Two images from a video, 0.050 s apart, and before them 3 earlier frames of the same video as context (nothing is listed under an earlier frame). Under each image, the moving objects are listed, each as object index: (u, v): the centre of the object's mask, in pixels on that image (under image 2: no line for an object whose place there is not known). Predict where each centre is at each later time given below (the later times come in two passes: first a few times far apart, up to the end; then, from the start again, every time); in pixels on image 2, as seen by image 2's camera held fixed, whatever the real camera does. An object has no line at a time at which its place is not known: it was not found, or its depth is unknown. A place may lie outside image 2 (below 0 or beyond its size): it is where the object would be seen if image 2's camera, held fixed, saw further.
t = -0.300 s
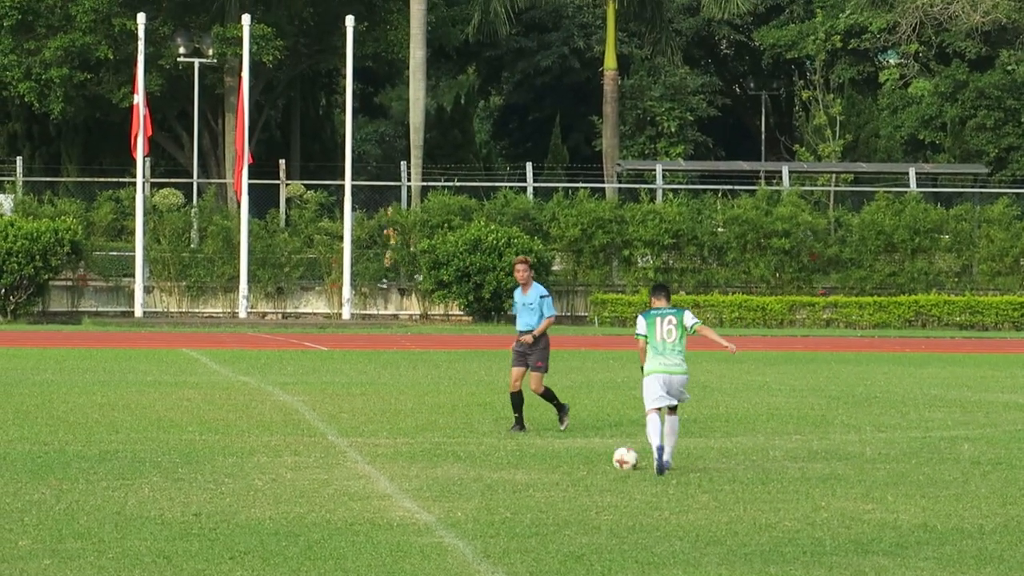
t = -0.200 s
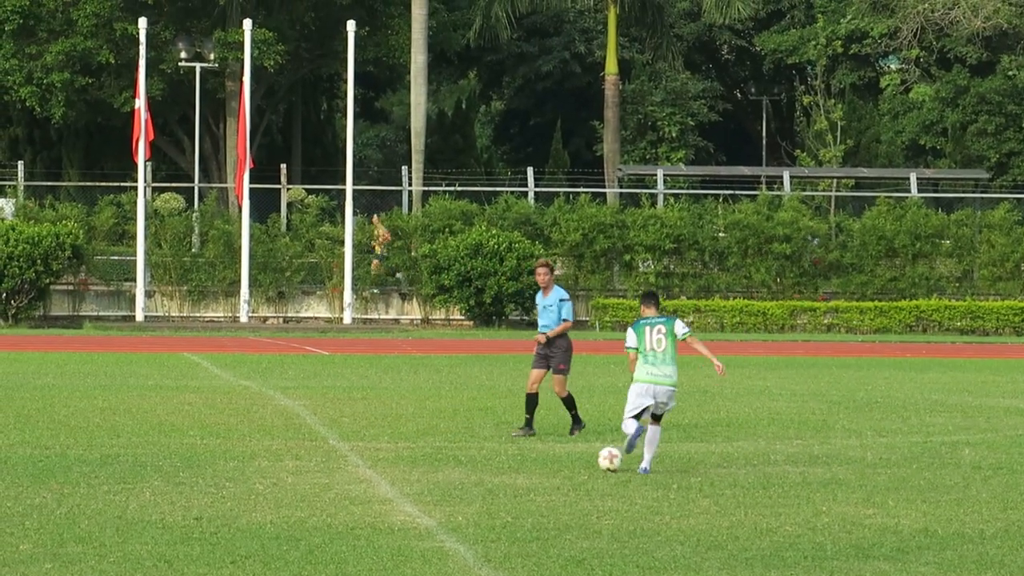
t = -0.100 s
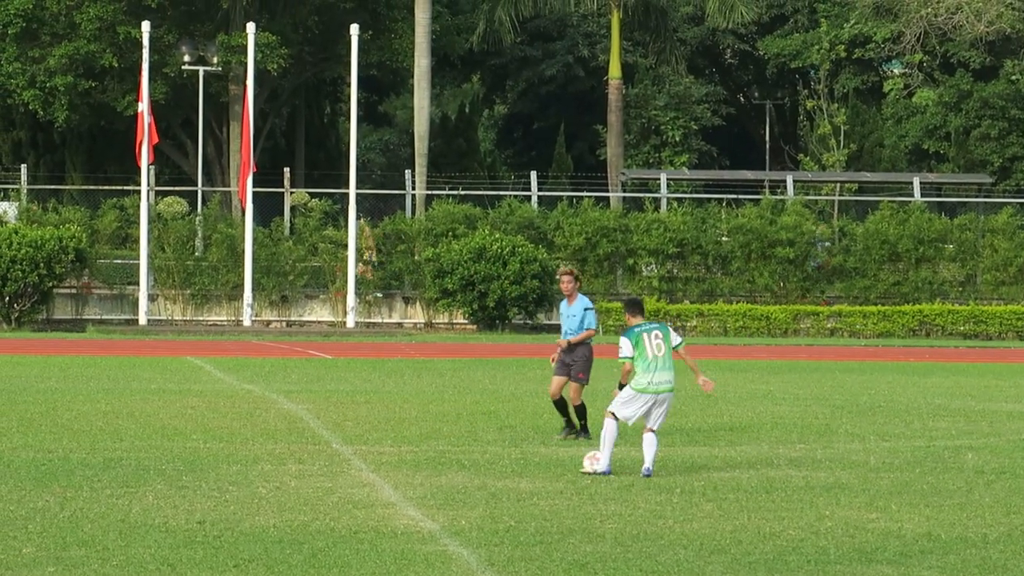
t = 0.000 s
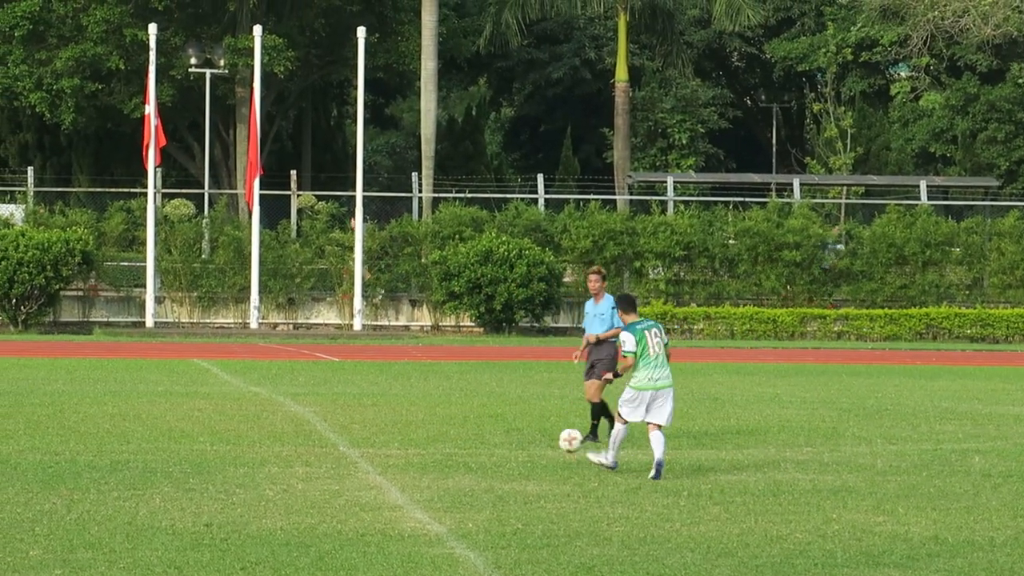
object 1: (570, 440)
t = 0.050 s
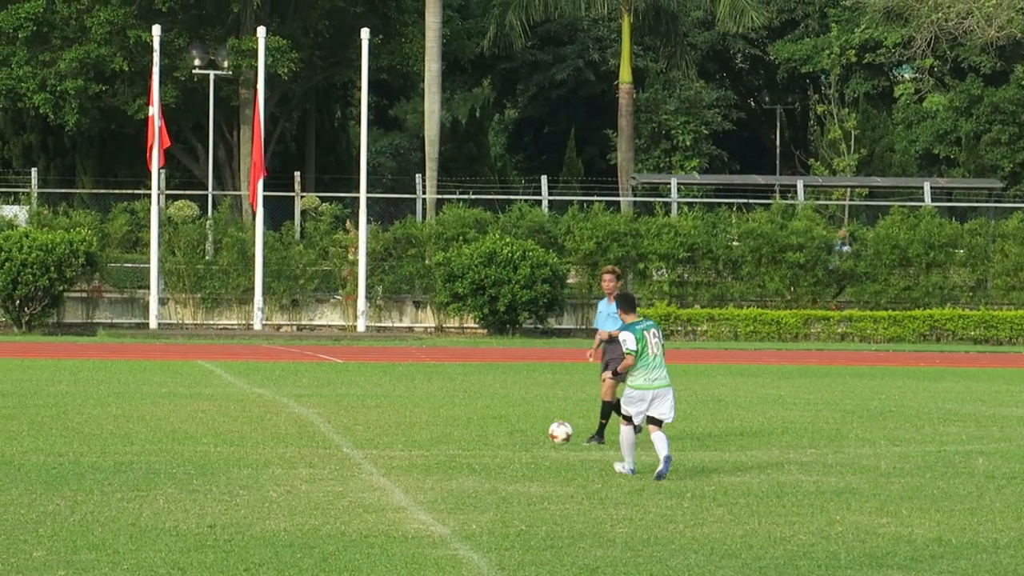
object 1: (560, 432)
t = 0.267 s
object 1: (513, 417)
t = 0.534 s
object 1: (480, 399)
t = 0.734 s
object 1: (461, 402)
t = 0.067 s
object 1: (556, 430)
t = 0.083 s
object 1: (551, 427)
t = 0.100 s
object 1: (547, 425)
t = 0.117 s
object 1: (543, 423)
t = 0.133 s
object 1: (539, 422)
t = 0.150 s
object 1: (536, 420)
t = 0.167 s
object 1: (532, 419)
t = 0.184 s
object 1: (528, 419)
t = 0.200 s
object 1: (526, 418)
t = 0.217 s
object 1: (522, 417)
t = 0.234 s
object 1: (520, 417)
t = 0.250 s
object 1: (517, 417)
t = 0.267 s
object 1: (513, 417)
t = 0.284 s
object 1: (511, 417)
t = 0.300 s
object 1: (508, 418)
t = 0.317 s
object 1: (506, 419)
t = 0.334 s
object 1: (503, 419)
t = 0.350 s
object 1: (501, 421)
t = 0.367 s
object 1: (499, 422)
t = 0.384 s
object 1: (496, 419)
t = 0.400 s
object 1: (495, 416)
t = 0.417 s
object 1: (493, 413)
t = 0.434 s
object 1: (491, 410)
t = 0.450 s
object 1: (489, 407)
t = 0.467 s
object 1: (487, 405)
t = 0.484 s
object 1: (485, 403)
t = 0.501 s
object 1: (484, 402)
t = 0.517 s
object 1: (482, 400)
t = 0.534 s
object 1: (480, 399)
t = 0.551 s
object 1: (478, 398)
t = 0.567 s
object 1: (476, 398)
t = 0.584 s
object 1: (475, 397)
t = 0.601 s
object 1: (473, 397)
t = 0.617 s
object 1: (472, 398)
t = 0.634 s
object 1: (470, 398)
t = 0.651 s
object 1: (469, 399)
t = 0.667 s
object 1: (467, 400)
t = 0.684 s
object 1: (466, 402)
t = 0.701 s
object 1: (464, 403)
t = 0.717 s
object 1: (463, 403)
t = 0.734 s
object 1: (461, 402)
